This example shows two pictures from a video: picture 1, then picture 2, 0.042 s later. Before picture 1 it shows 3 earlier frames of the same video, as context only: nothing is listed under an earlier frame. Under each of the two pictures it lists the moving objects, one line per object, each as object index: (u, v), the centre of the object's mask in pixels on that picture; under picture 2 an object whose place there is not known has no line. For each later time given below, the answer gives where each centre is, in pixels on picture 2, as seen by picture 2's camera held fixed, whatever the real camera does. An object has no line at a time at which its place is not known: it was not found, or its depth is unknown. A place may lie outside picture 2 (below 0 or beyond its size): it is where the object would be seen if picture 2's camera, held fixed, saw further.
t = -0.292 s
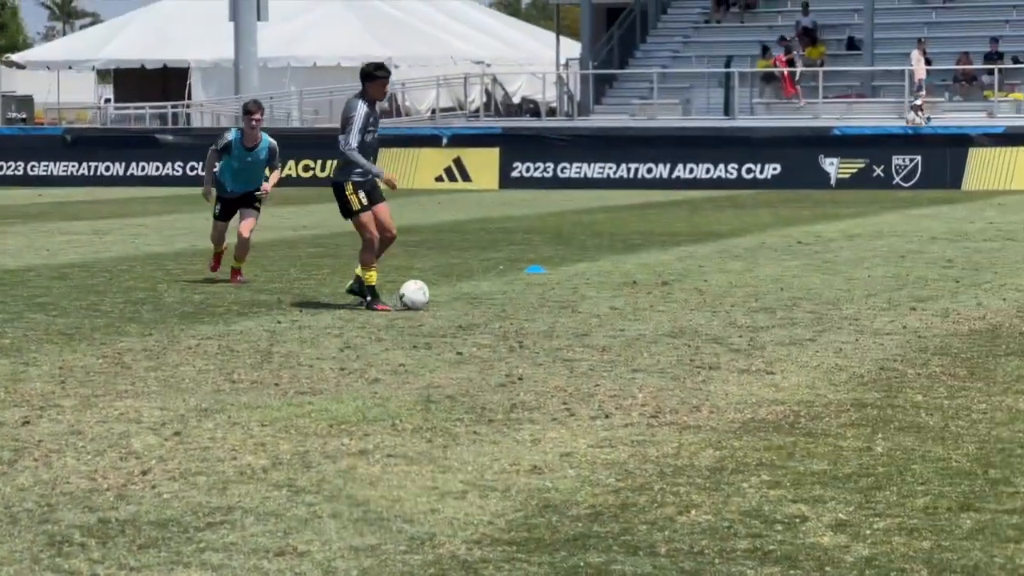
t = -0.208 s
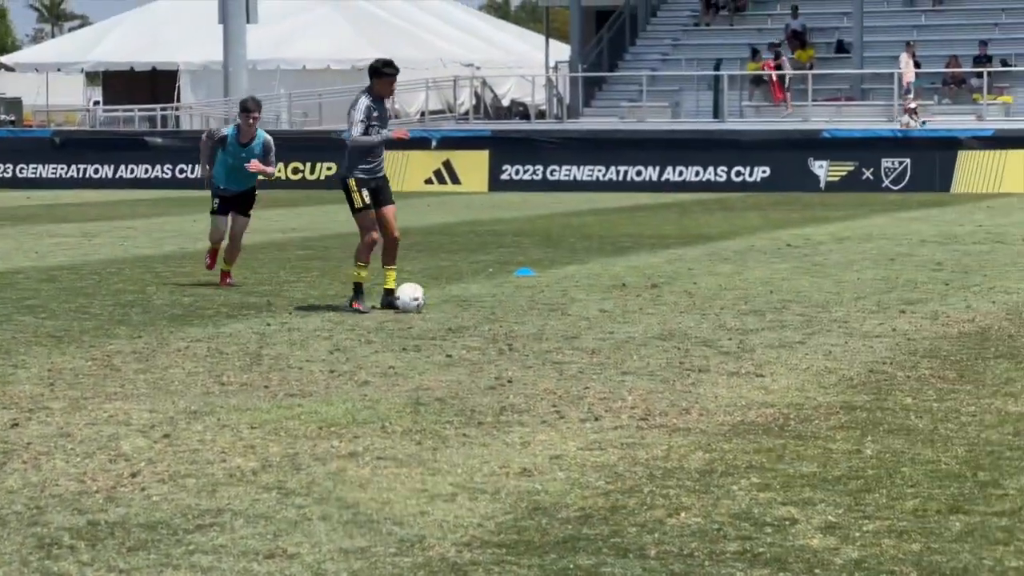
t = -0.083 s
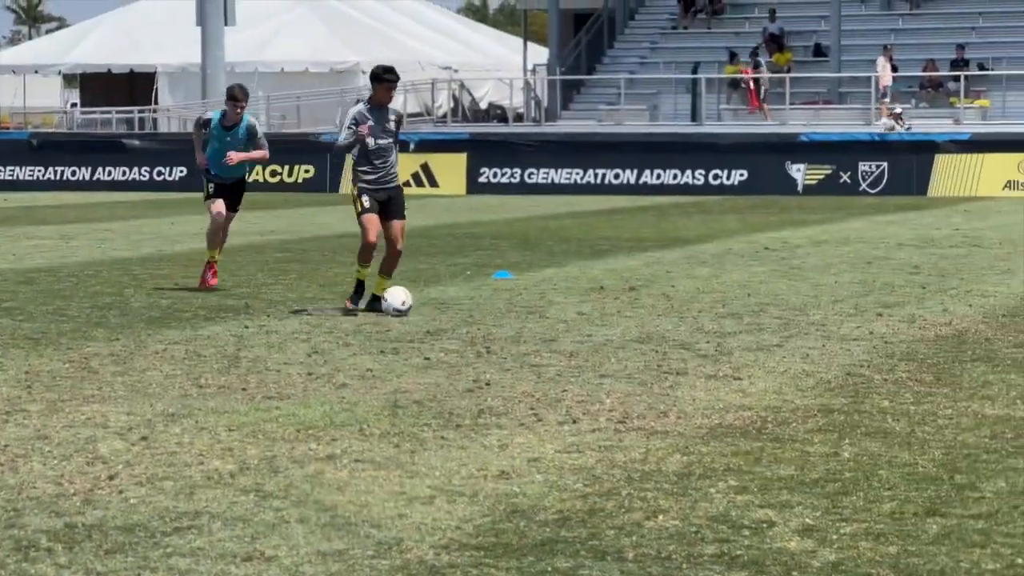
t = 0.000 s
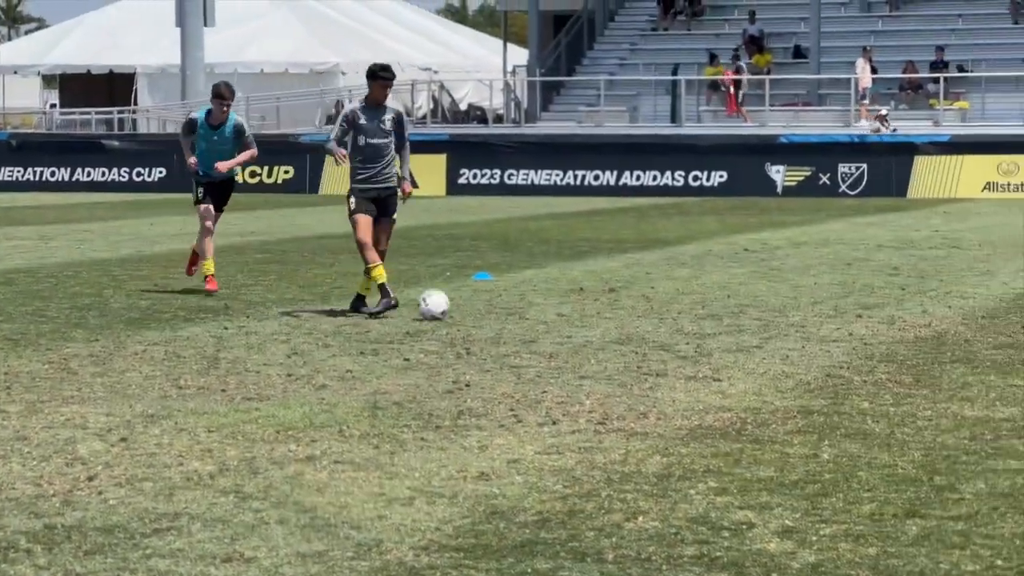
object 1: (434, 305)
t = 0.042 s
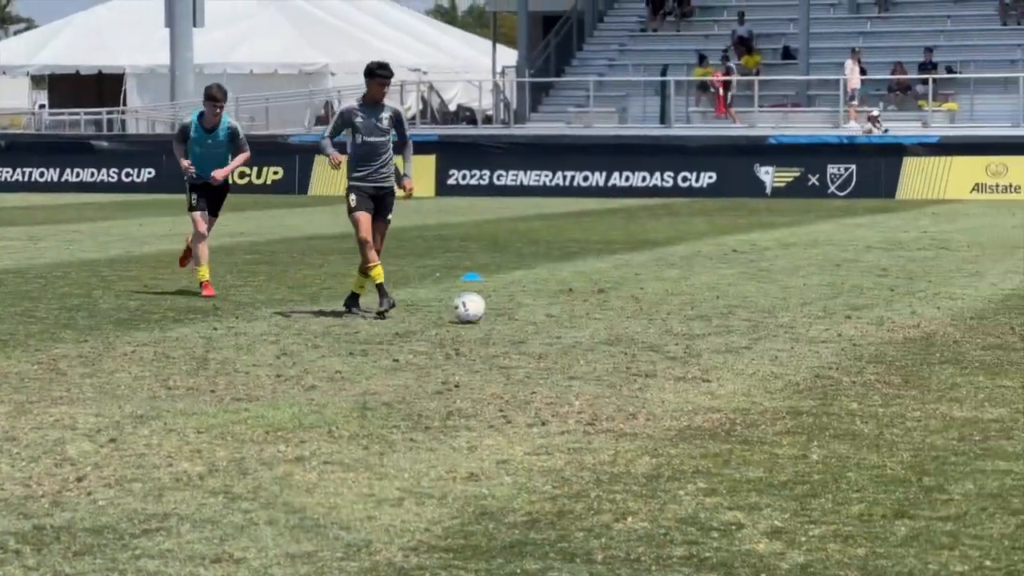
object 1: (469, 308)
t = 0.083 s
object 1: (513, 310)
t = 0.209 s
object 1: (642, 316)
